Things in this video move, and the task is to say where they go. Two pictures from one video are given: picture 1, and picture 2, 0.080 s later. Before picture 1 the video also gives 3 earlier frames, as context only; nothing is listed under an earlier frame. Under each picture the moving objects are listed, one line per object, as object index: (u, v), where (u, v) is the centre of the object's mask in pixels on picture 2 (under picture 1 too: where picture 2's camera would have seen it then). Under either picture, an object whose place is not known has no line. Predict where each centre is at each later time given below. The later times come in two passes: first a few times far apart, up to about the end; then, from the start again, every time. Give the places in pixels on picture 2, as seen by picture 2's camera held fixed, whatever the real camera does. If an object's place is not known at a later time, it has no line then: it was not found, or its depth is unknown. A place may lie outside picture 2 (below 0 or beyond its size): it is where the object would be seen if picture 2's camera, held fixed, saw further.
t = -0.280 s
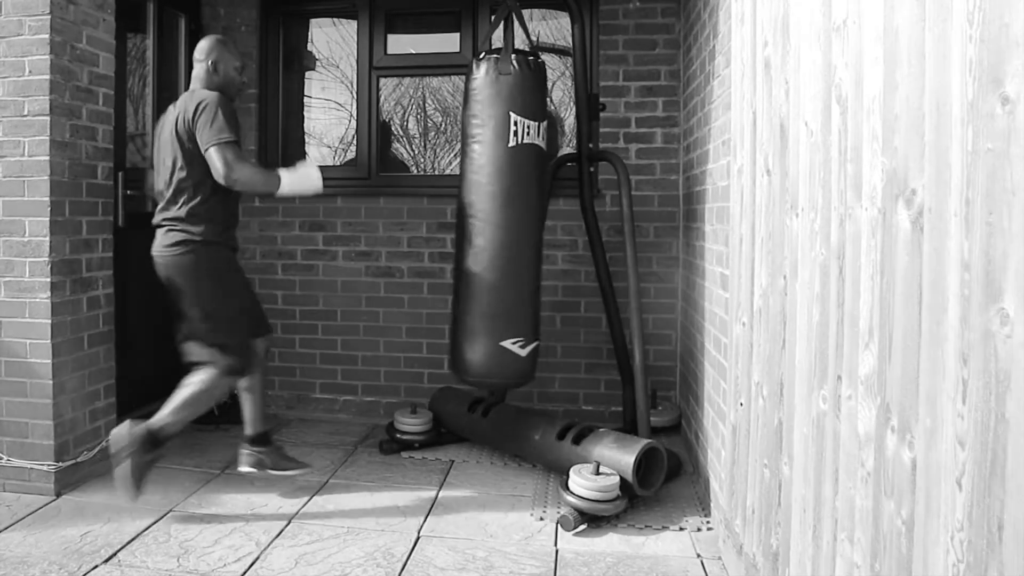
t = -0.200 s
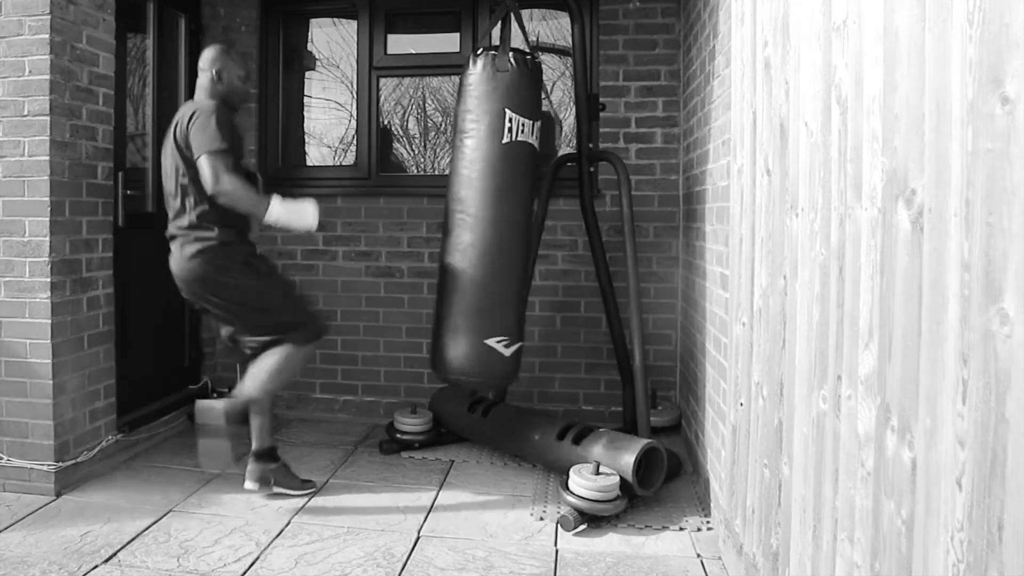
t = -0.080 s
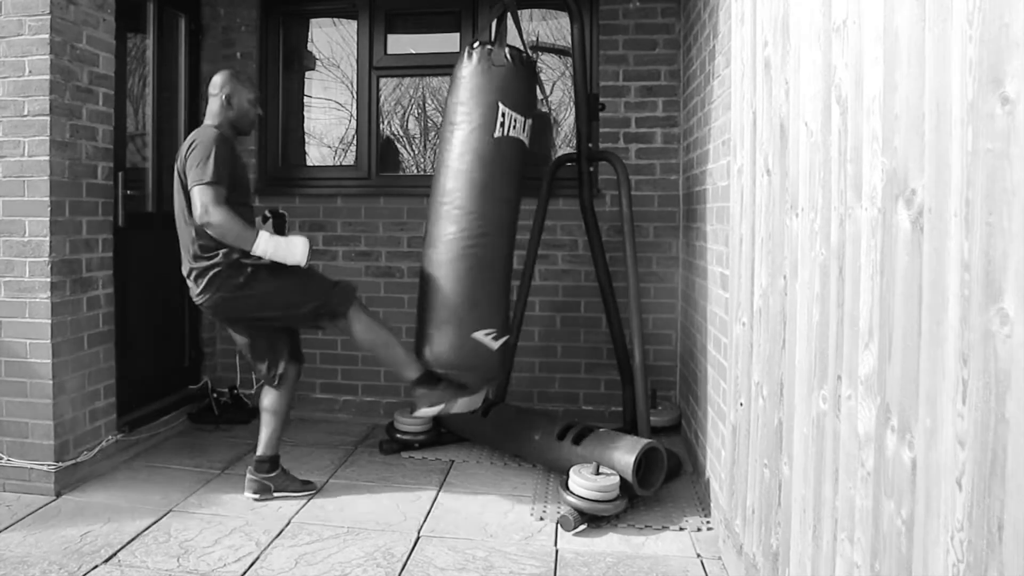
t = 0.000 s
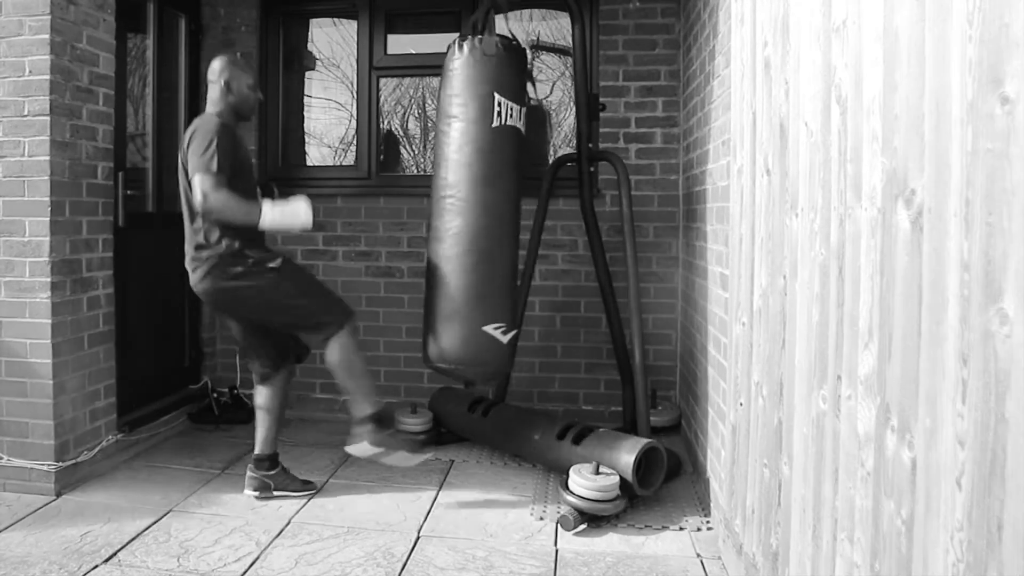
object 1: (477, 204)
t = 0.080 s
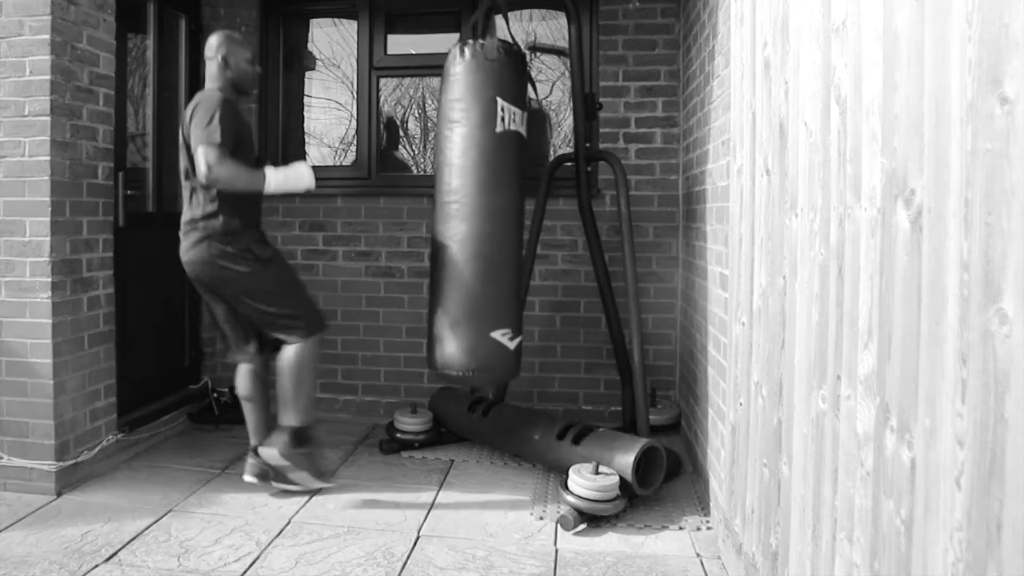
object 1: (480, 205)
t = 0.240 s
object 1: (492, 209)
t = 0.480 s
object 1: (511, 209)
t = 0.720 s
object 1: (525, 207)
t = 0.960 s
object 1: (527, 200)
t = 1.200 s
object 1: (520, 199)
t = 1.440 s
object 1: (506, 202)
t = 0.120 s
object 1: (483, 210)
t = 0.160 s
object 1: (486, 214)
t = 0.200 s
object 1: (490, 211)
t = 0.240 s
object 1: (492, 209)
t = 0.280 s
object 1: (494, 209)
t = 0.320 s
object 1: (497, 210)
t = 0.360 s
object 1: (501, 211)
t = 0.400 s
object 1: (505, 212)
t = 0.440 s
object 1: (508, 211)
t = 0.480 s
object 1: (511, 209)
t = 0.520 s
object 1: (514, 211)
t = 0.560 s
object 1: (516, 211)
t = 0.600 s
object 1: (519, 210)
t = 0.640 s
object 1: (521, 208)
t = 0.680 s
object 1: (523, 206)
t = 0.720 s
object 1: (525, 207)
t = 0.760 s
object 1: (526, 206)
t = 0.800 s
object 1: (527, 204)
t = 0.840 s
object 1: (528, 207)
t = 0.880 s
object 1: (528, 202)
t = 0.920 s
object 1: (528, 201)
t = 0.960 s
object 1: (527, 200)
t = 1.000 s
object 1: (527, 199)
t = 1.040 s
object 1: (526, 199)
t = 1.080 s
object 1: (525, 199)
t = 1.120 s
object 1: (523, 198)
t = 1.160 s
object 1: (522, 198)
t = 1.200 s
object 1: (520, 199)
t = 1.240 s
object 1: (518, 199)
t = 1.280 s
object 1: (516, 199)
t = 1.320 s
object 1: (513, 200)
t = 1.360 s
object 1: (511, 201)
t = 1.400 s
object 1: (508, 201)
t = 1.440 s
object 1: (506, 202)
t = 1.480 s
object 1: (503, 203)
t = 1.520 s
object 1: (501, 204)
